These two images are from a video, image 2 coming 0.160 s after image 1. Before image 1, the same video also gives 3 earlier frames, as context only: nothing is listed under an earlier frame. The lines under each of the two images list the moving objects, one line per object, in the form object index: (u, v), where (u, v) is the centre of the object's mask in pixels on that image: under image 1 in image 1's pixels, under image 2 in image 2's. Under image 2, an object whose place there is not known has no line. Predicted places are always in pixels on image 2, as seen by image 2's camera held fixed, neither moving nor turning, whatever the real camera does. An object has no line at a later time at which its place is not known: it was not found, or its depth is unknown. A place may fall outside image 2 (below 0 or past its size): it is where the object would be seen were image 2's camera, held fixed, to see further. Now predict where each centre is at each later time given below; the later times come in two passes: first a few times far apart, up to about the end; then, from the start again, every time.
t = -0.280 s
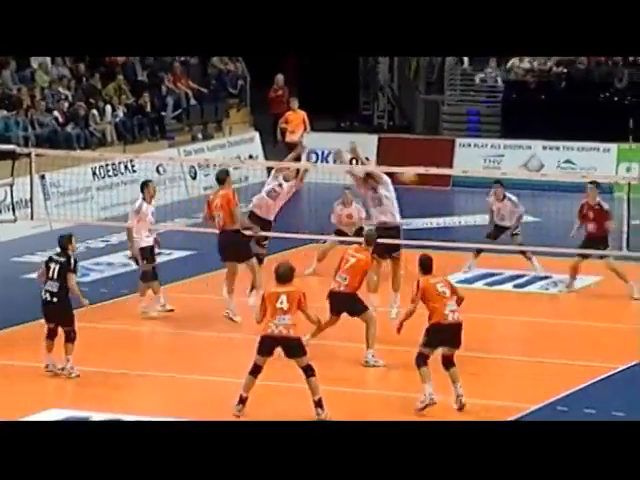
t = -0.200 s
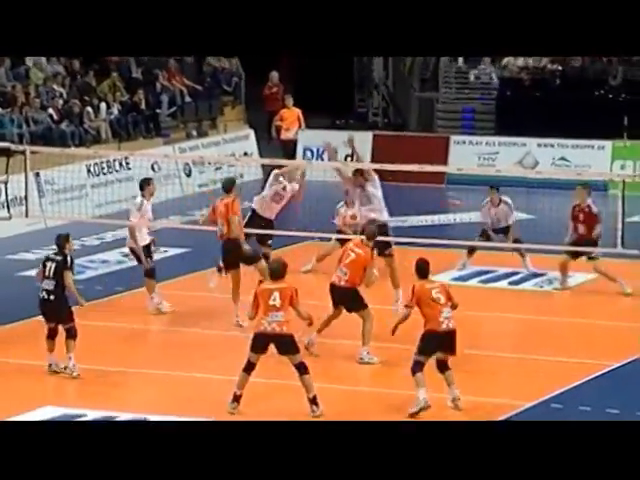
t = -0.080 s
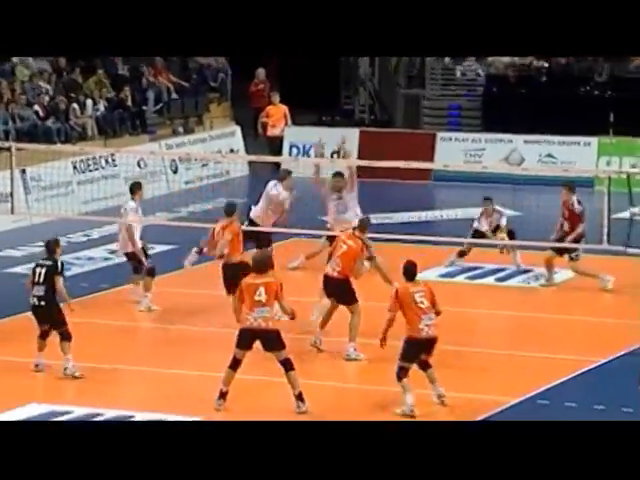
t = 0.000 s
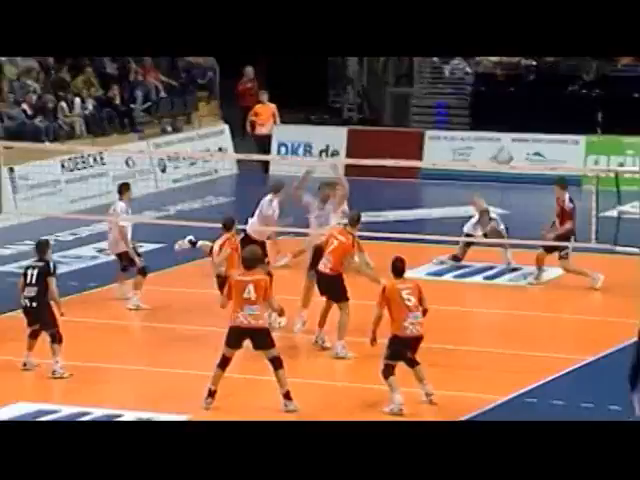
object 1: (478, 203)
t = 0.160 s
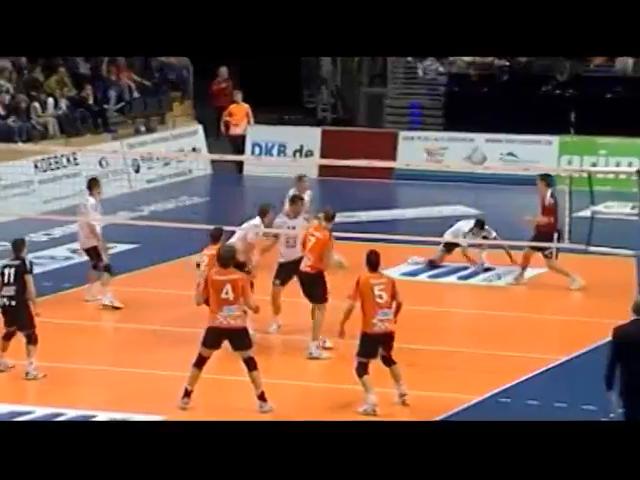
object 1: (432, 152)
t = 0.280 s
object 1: (417, 118)
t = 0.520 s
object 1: (384, 83)
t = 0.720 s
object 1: (356, 81)
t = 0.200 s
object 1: (426, 140)
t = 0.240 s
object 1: (421, 126)
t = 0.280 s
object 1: (417, 118)
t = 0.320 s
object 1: (411, 110)
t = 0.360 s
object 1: (405, 103)
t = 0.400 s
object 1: (400, 95)
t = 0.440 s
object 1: (394, 90)
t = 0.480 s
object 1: (389, 86)
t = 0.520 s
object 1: (384, 83)
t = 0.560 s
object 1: (378, 80)
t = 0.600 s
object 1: (372, 78)
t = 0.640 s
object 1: (366, 78)
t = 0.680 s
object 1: (361, 79)
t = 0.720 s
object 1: (356, 81)
